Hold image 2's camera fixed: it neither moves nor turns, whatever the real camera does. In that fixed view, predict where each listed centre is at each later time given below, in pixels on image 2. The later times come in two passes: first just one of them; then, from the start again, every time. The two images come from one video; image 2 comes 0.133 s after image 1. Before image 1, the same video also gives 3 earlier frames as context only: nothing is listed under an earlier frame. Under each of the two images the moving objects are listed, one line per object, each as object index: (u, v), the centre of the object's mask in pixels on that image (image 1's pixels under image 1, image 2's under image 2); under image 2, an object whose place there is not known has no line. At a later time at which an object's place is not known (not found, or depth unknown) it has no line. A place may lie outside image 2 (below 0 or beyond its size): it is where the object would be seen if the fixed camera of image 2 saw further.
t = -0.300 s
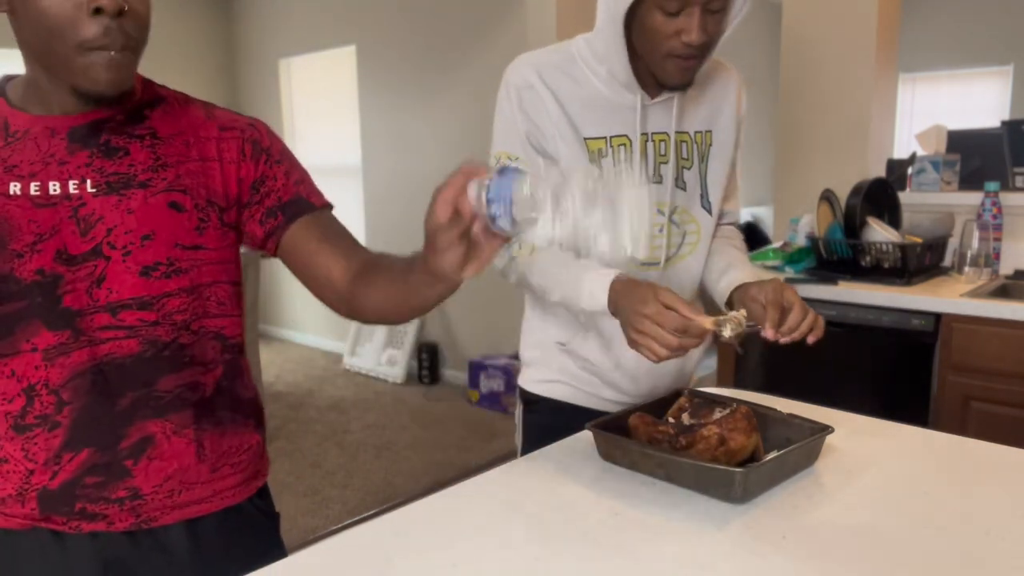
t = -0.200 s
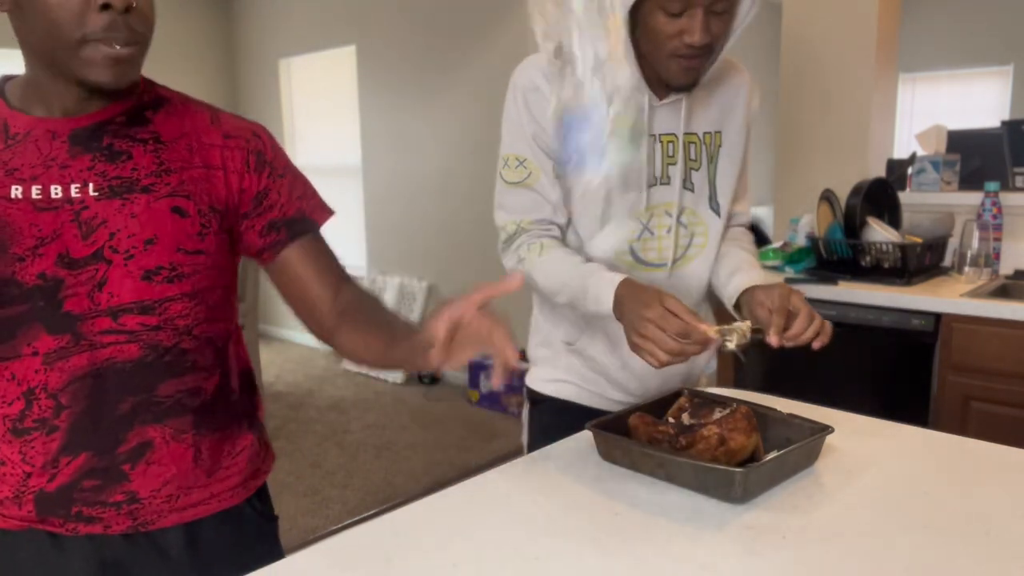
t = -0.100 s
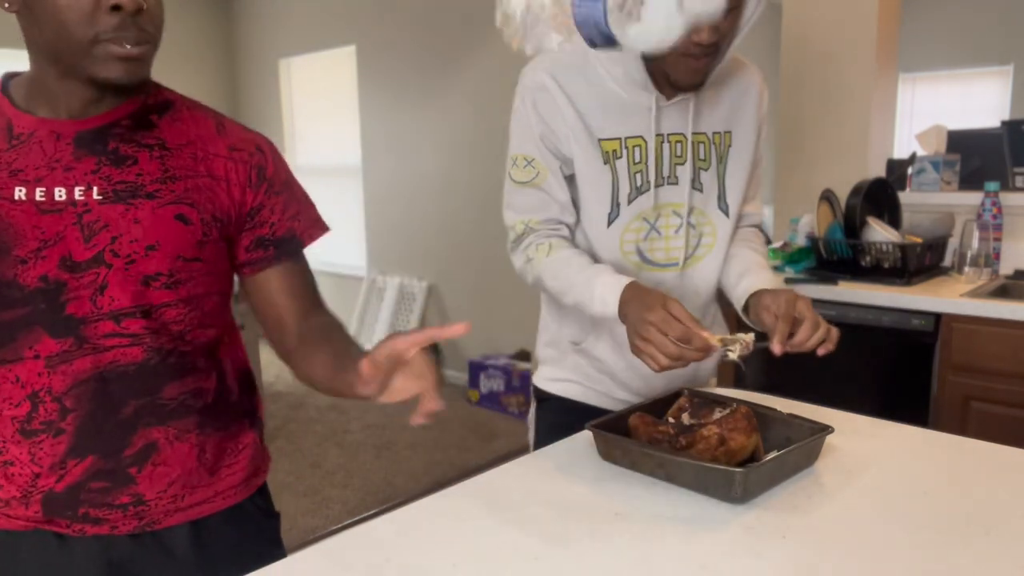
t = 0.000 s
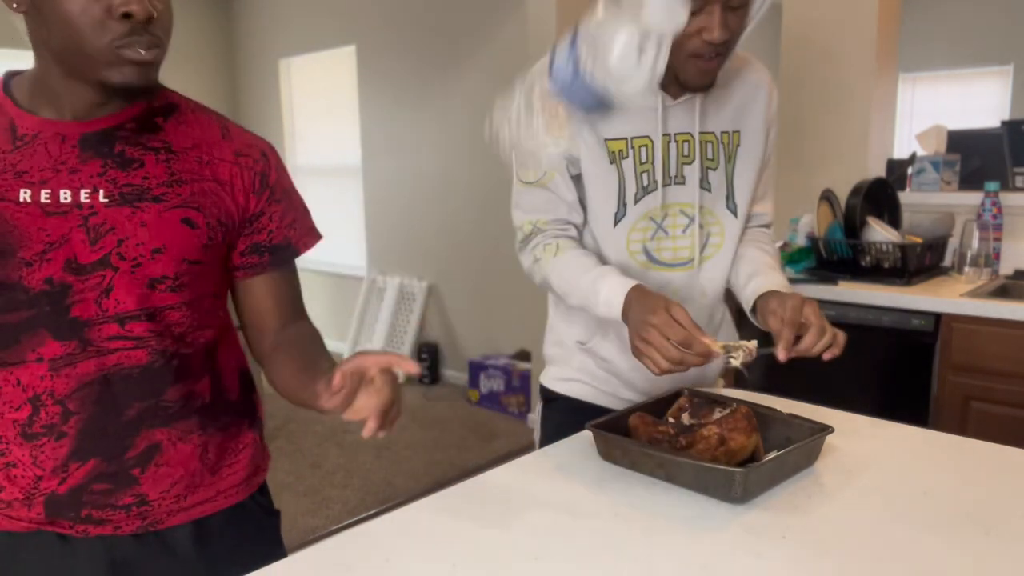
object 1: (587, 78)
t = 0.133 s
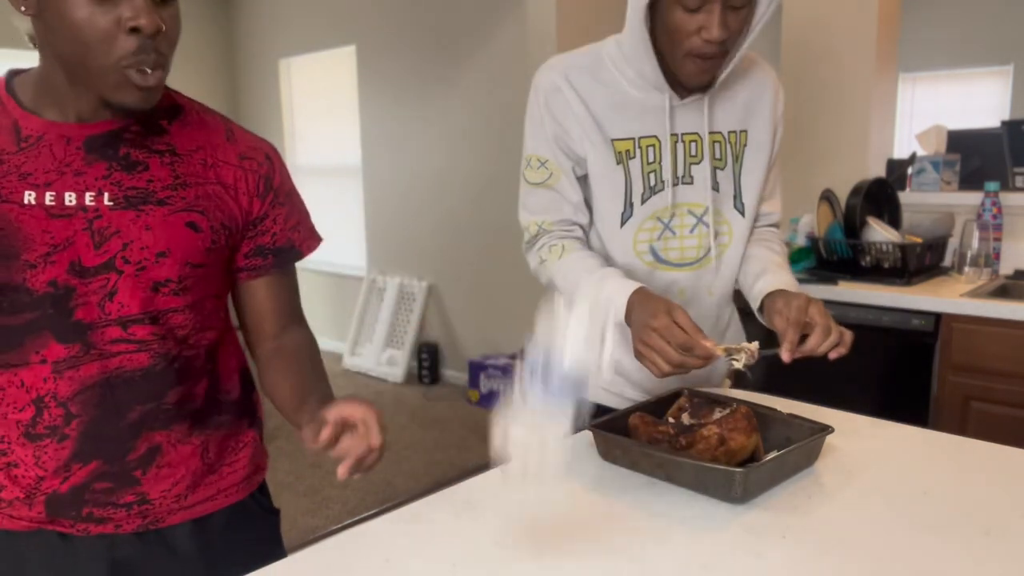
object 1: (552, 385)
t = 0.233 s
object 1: (543, 506)
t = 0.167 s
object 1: (550, 481)
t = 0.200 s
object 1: (549, 511)
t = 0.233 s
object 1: (543, 506)
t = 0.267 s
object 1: (538, 508)
